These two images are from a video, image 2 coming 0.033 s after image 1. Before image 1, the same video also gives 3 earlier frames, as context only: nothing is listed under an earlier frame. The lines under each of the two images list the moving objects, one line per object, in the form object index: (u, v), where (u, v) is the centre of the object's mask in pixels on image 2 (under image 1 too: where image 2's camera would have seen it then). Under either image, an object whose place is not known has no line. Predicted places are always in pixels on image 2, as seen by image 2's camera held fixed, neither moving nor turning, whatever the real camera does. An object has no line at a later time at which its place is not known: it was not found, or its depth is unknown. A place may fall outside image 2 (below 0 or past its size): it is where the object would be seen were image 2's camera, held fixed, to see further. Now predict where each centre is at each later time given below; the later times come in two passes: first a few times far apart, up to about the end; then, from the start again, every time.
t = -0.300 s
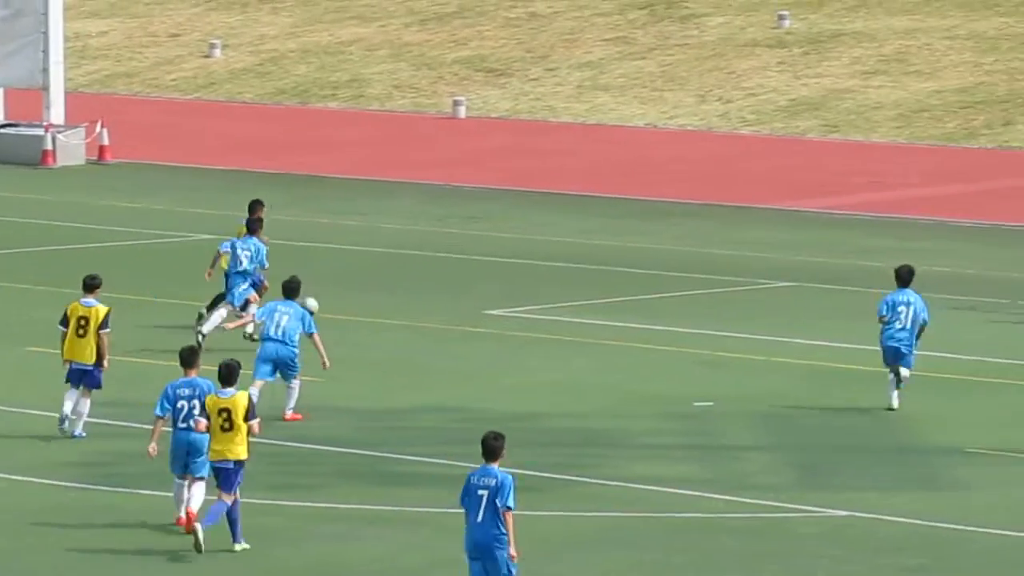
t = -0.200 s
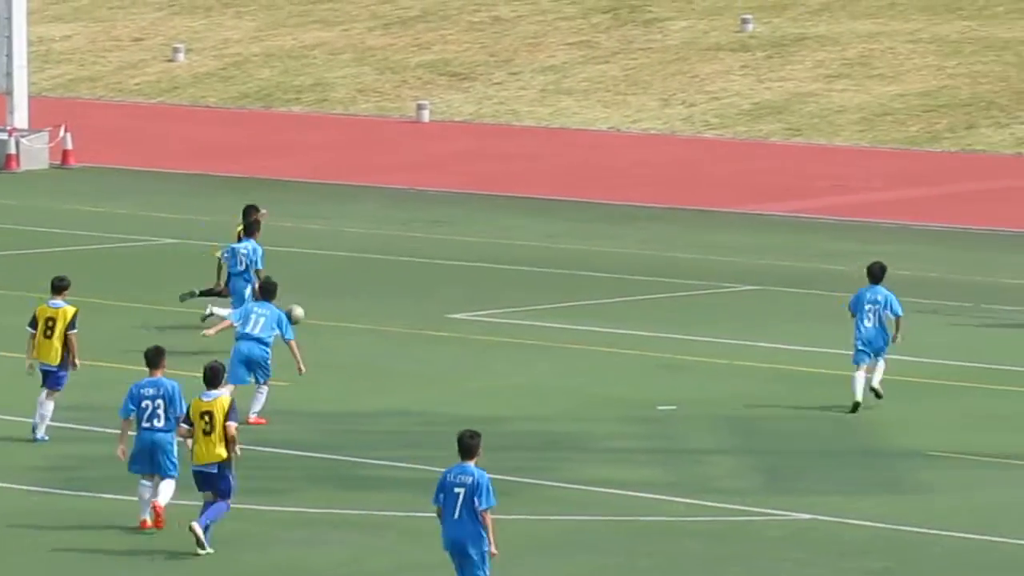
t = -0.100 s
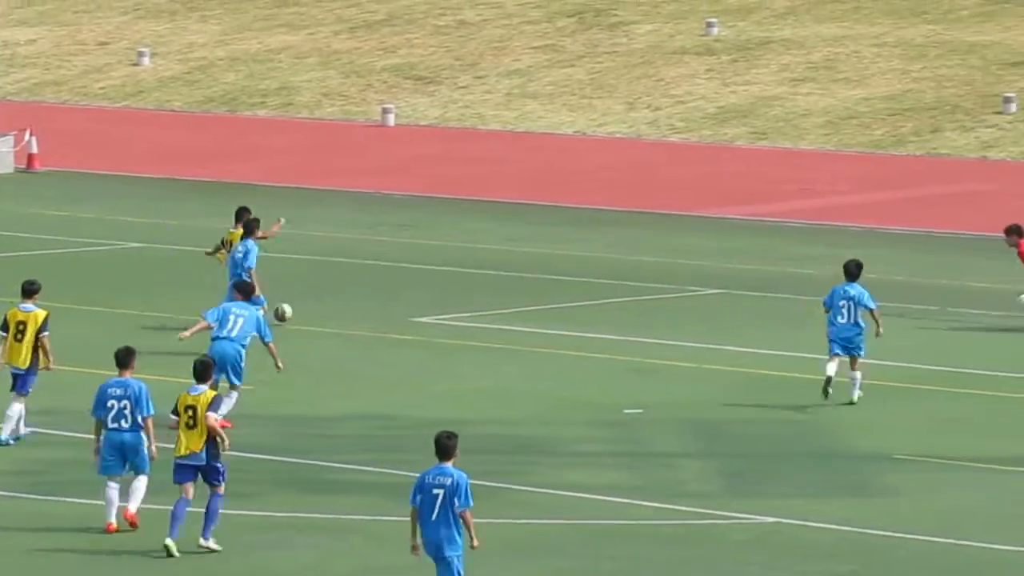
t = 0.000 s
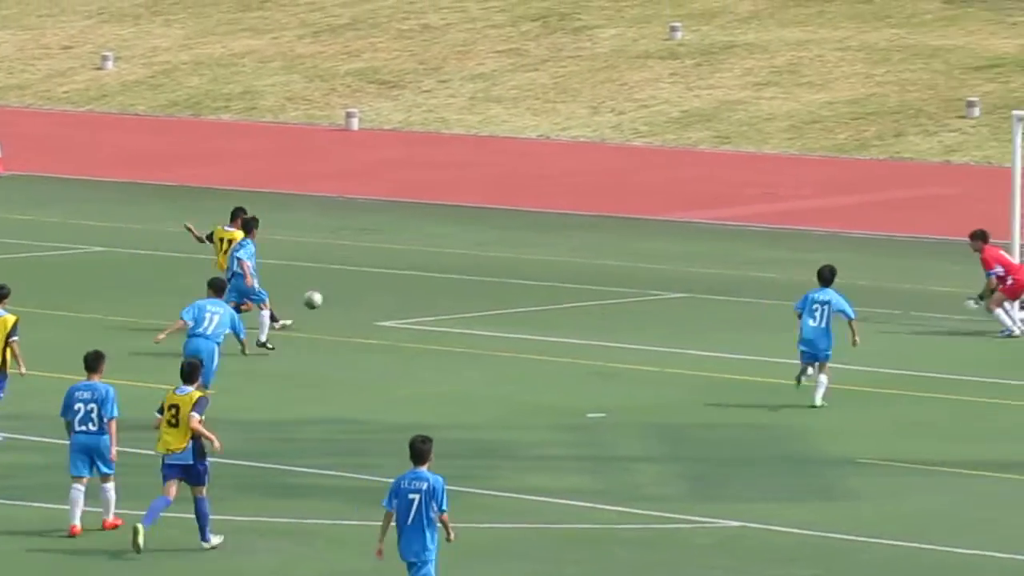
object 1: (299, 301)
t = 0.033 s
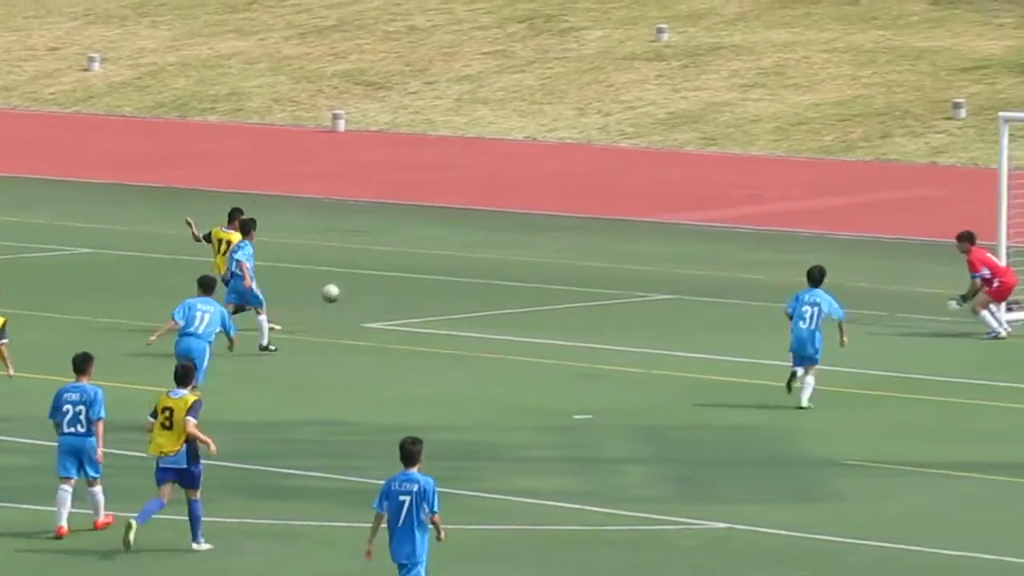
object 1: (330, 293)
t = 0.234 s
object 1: (522, 262)
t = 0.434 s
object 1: (701, 261)
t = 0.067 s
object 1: (364, 287)
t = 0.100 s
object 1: (397, 280)
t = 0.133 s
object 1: (428, 274)
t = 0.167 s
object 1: (459, 270)
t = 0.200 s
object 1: (491, 266)
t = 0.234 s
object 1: (522, 262)
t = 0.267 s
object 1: (551, 260)
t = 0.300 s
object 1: (582, 259)
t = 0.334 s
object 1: (612, 258)
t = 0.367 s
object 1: (642, 258)
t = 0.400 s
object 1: (671, 259)
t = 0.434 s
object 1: (701, 261)
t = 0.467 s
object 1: (732, 263)
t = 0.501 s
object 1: (760, 266)
